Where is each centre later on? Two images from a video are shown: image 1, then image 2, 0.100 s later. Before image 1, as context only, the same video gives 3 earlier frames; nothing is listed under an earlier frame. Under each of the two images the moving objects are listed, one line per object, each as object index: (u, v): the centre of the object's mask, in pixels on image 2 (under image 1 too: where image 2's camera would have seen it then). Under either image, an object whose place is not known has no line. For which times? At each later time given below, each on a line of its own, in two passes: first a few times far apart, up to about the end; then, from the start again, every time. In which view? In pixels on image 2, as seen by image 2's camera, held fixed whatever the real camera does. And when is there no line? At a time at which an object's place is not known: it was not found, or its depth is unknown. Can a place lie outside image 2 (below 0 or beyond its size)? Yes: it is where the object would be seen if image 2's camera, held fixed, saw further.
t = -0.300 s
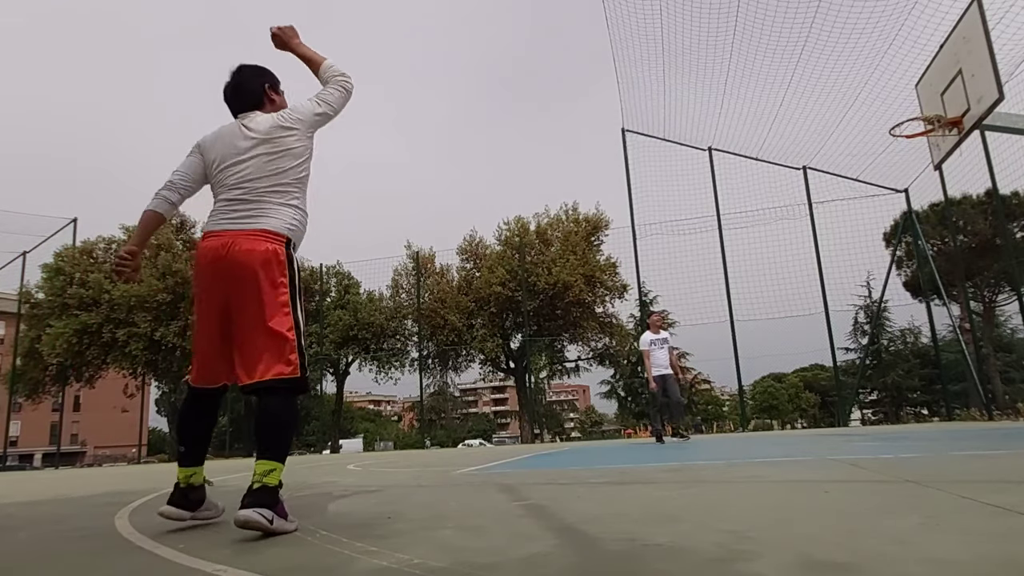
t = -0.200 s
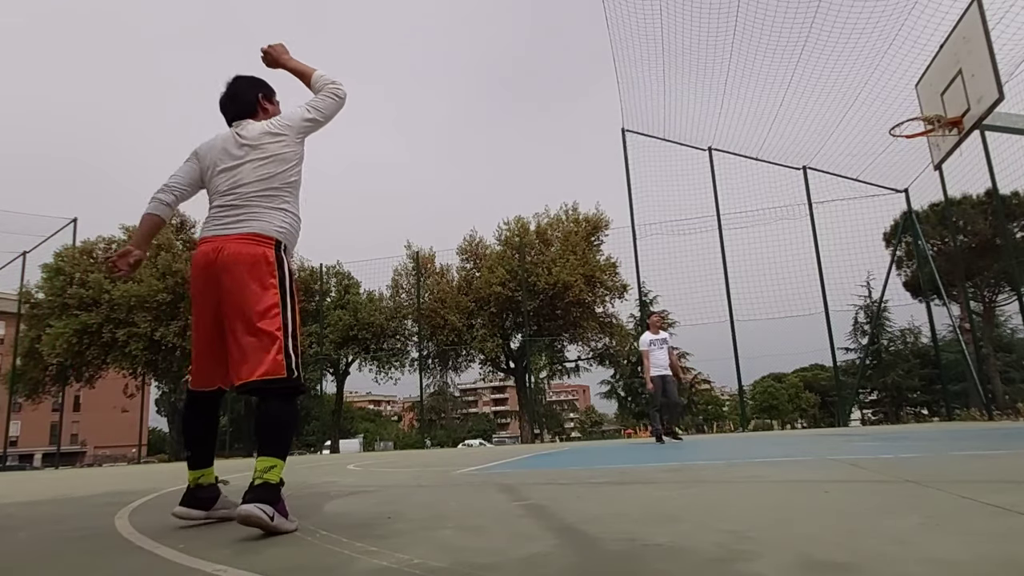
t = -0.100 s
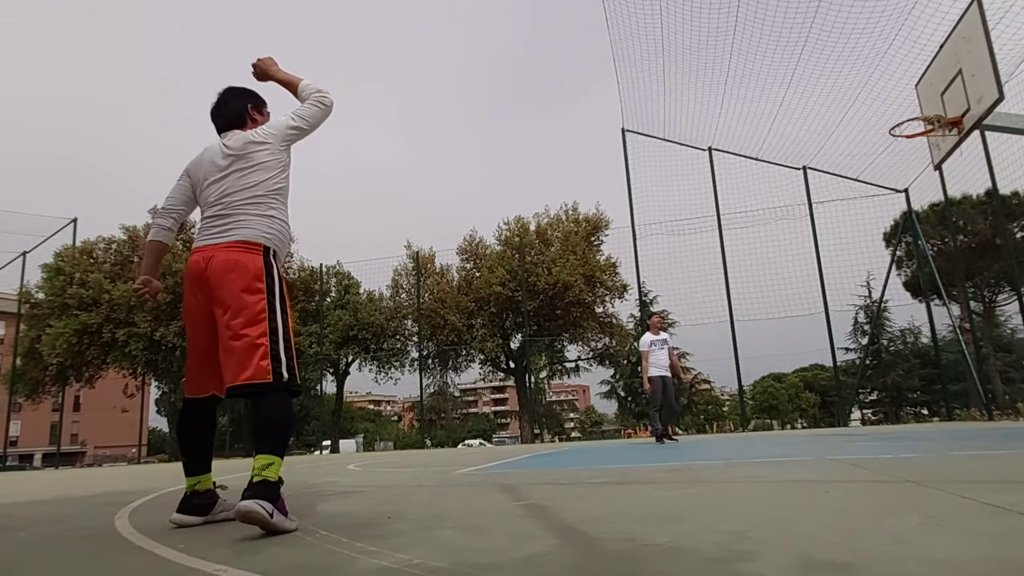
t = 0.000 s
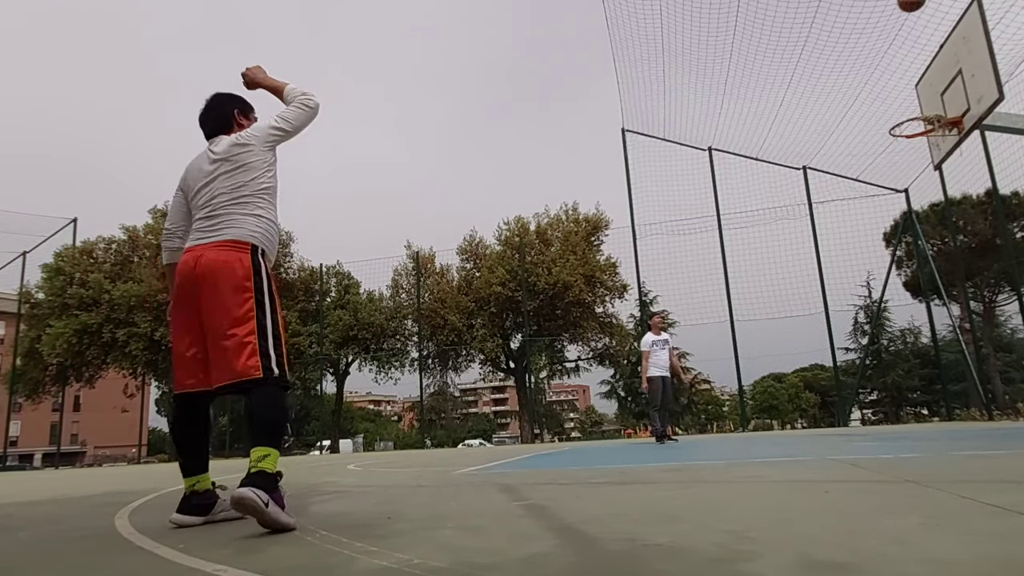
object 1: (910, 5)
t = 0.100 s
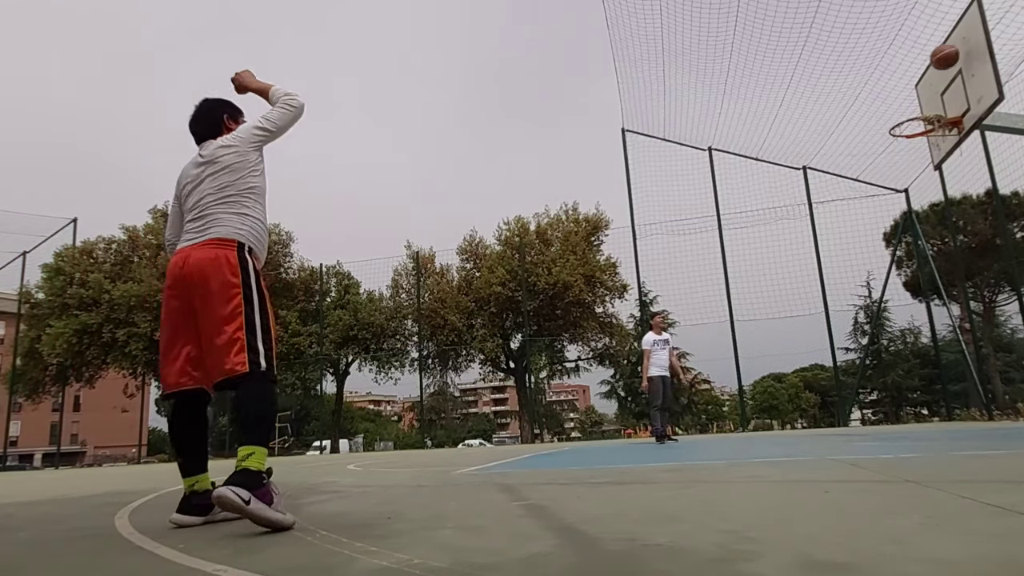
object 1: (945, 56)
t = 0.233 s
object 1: (917, 104)
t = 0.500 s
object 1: (831, 136)
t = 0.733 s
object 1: (775, 207)
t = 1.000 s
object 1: (726, 334)
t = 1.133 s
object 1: (707, 418)
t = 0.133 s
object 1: (951, 76)
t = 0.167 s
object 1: (940, 93)
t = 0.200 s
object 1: (931, 104)
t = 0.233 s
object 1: (917, 104)
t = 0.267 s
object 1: (905, 105)
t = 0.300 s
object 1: (893, 107)
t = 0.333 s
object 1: (882, 110)
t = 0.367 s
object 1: (871, 113)
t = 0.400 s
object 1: (861, 118)
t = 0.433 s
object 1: (851, 123)
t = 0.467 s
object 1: (841, 128)
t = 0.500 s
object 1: (831, 136)
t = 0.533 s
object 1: (823, 144)
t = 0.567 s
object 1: (814, 153)
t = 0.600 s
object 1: (806, 162)
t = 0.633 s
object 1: (798, 172)
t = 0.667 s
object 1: (790, 182)
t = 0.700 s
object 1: (782, 195)
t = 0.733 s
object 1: (775, 207)
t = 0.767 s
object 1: (768, 220)
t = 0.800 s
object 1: (762, 234)
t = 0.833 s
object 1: (755, 249)
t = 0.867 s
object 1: (748, 264)
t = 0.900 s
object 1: (742, 281)
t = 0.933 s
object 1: (737, 298)
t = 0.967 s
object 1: (731, 316)
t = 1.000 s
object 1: (726, 334)
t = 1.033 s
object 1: (720, 354)
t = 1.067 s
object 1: (715, 374)
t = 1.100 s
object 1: (707, 395)
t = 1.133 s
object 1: (707, 418)
